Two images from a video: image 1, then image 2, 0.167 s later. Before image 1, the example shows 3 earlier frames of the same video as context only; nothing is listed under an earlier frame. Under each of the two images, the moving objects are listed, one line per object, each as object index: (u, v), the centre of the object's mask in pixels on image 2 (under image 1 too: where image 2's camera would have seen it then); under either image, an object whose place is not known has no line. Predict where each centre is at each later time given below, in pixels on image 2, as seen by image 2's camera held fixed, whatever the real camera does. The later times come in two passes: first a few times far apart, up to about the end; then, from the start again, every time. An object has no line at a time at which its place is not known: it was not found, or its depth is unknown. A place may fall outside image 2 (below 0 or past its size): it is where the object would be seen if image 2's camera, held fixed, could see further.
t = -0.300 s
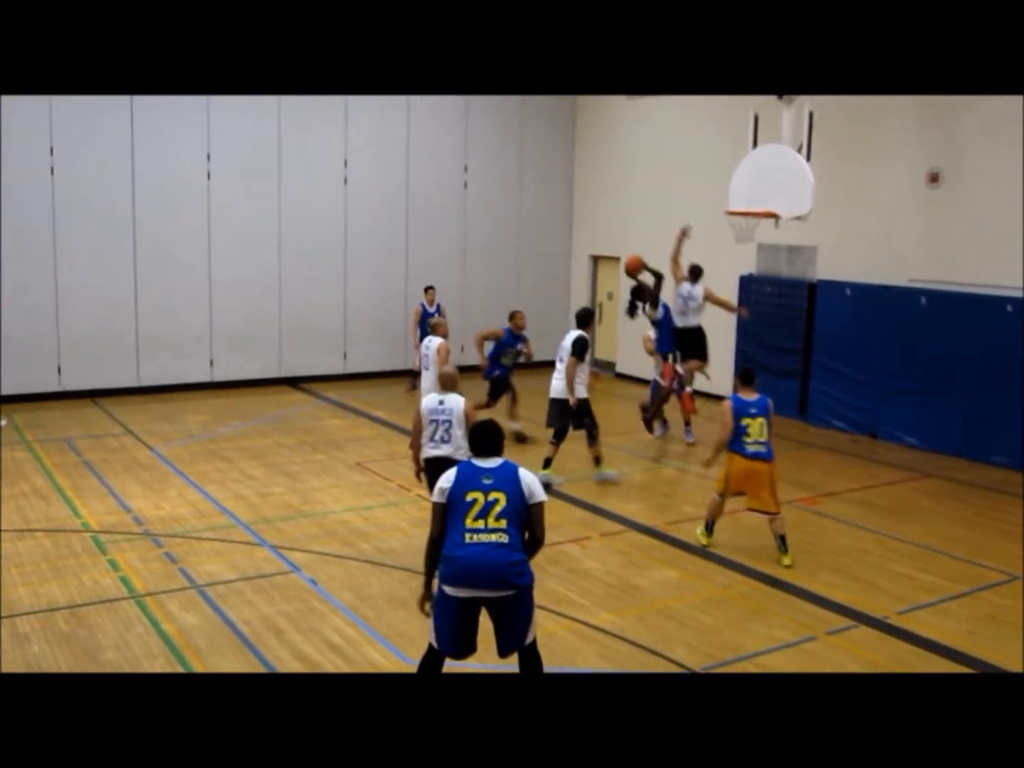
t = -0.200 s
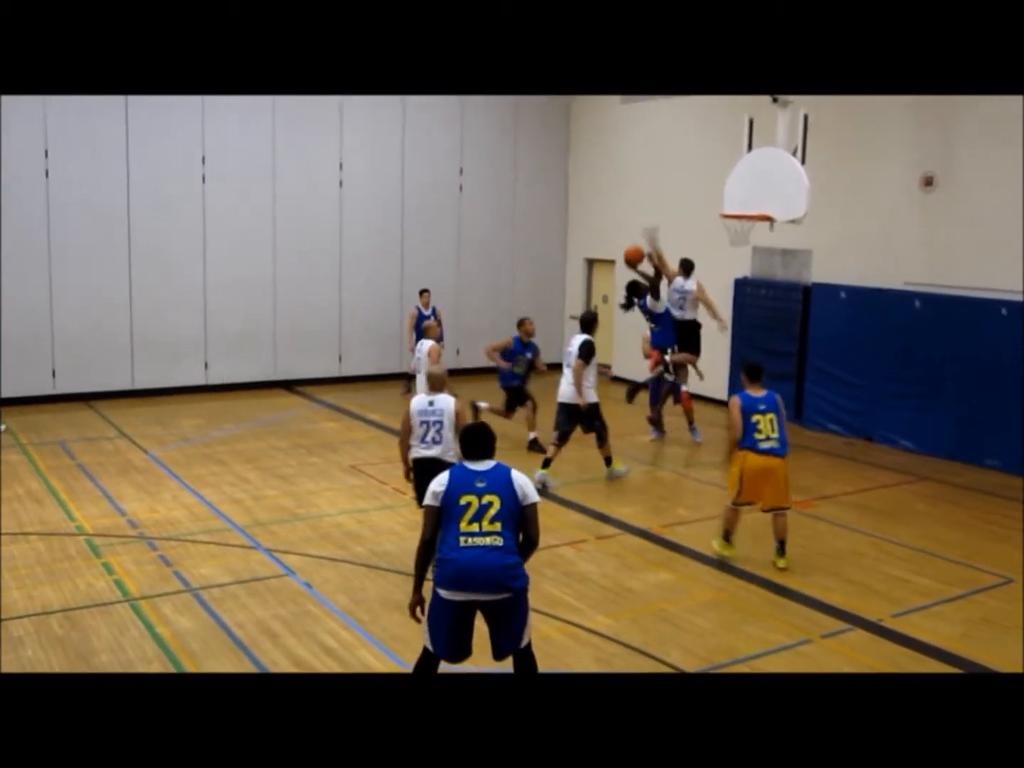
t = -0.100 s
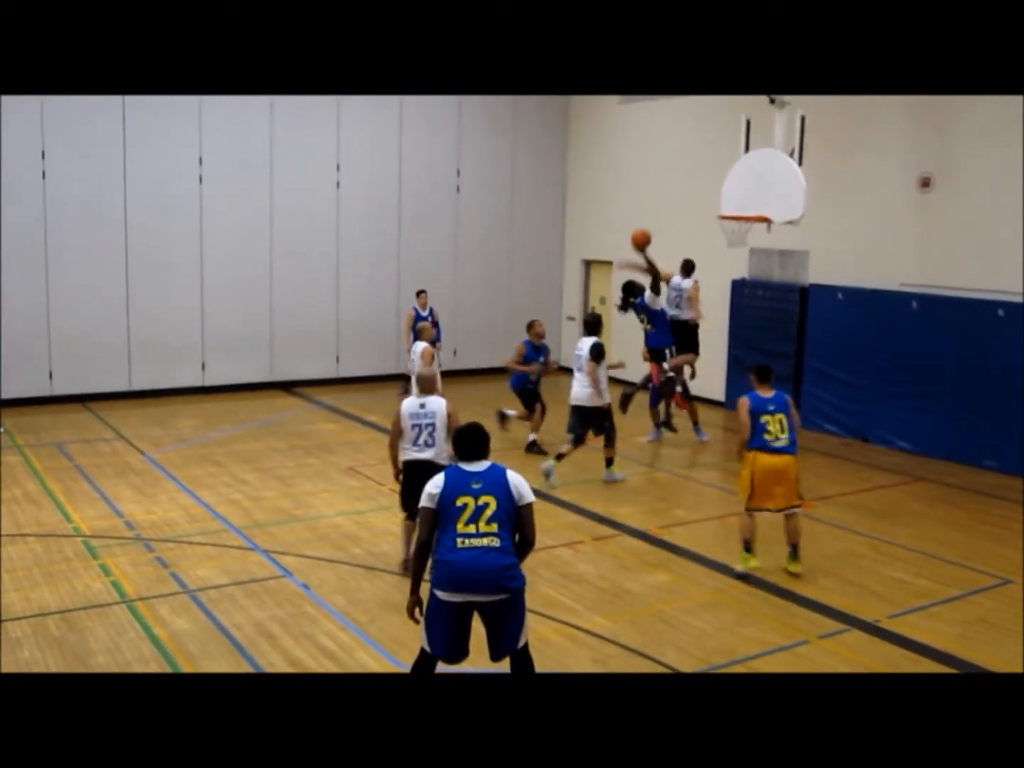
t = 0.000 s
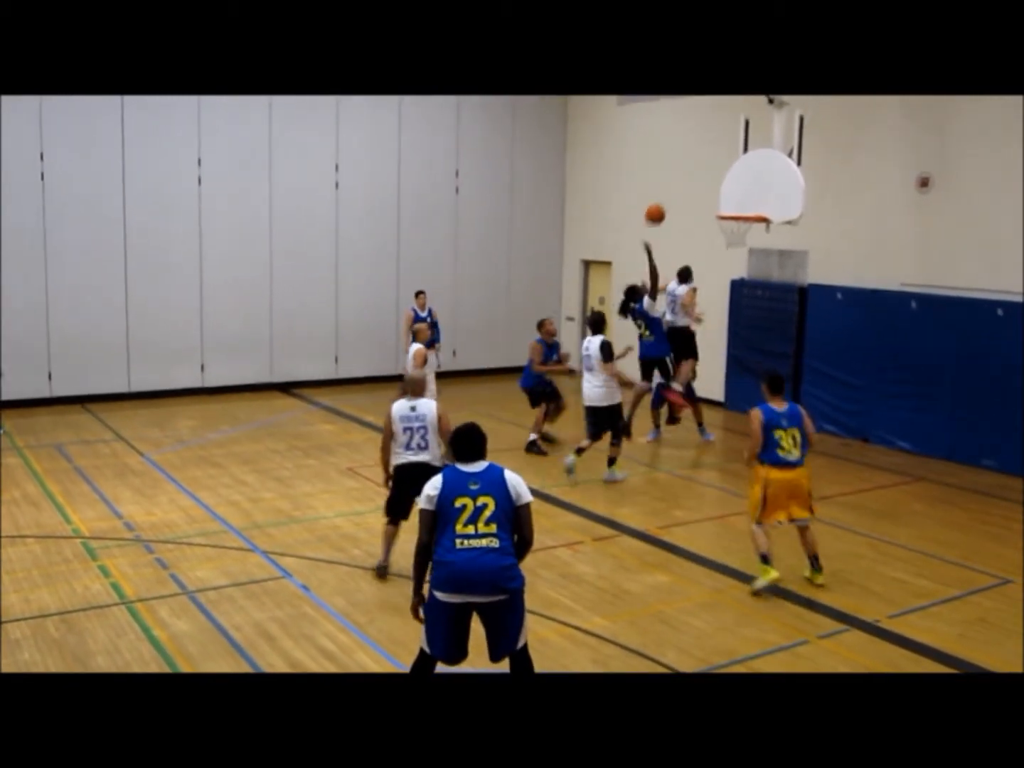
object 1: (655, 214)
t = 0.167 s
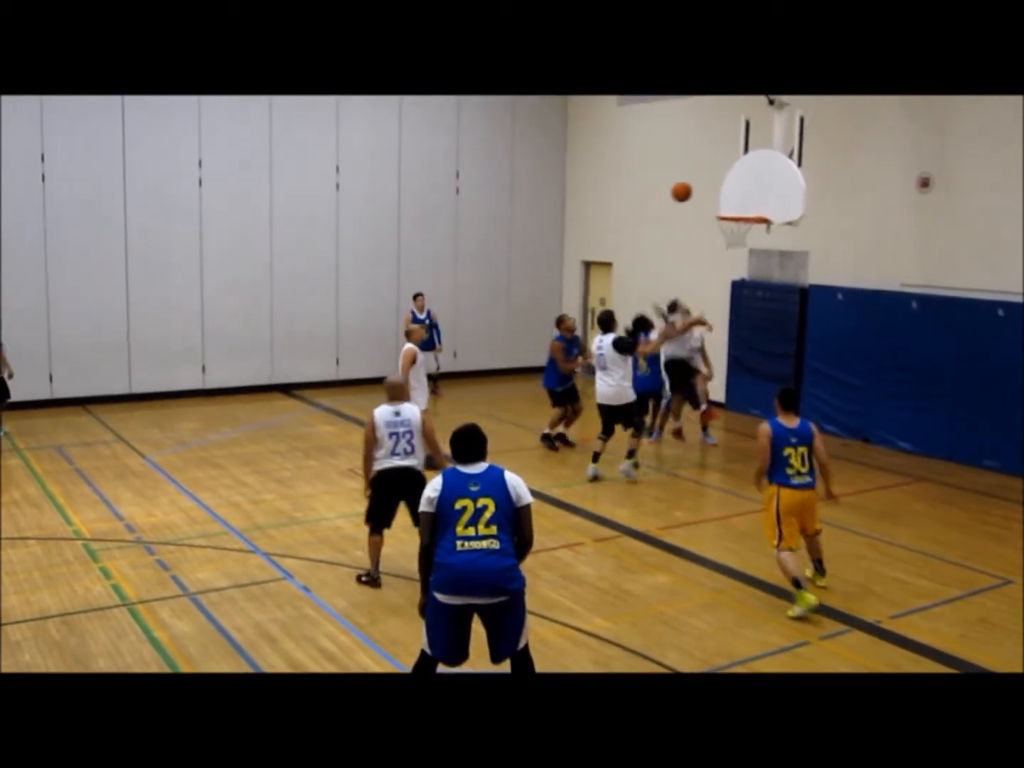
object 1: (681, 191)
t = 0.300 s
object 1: (701, 189)
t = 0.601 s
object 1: (736, 206)
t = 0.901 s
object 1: (741, 209)
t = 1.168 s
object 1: (727, 217)
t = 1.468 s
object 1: (741, 234)
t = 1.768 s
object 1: (732, 245)
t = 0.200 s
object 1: (687, 189)
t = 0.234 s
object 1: (691, 188)
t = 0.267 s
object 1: (696, 188)
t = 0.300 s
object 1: (701, 189)
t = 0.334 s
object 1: (705, 191)
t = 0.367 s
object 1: (710, 194)
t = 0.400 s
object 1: (714, 197)
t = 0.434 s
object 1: (718, 202)
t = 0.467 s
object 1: (723, 206)
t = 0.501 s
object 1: (726, 205)
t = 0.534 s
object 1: (729, 205)
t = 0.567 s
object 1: (733, 205)
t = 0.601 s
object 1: (736, 206)
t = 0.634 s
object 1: (740, 208)
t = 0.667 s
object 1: (743, 210)
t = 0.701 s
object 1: (744, 209)
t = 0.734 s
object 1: (745, 209)
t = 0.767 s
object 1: (746, 209)
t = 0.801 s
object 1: (746, 210)
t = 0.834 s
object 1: (745, 210)
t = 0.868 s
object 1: (743, 209)
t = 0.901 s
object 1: (741, 209)
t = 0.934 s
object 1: (738, 210)
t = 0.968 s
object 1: (736, 210)
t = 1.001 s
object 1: (734, 211)
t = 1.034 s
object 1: (732, 211)
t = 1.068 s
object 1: (730, 213)
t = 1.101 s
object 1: (728, 214)
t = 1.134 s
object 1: (727, 215)
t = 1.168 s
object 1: (727, 217)
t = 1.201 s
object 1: (728, 219)
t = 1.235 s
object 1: (729, 222)
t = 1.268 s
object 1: (730, 226)
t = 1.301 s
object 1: (732, 228)
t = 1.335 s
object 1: (734, 230)
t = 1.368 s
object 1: (736, 232)
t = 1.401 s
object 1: (738, 232)
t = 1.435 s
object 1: (740, 233)
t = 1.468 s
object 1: (741, 234)
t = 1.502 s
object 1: (742, 235)
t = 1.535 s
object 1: (741, 236)
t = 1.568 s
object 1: (741, 237)
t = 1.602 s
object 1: (740, 238)
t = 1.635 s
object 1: (738, 239)
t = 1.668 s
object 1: (737, 239)
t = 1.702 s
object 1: (735, 241)
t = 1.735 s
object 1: (734, 243)
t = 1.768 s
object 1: (732, 245)
